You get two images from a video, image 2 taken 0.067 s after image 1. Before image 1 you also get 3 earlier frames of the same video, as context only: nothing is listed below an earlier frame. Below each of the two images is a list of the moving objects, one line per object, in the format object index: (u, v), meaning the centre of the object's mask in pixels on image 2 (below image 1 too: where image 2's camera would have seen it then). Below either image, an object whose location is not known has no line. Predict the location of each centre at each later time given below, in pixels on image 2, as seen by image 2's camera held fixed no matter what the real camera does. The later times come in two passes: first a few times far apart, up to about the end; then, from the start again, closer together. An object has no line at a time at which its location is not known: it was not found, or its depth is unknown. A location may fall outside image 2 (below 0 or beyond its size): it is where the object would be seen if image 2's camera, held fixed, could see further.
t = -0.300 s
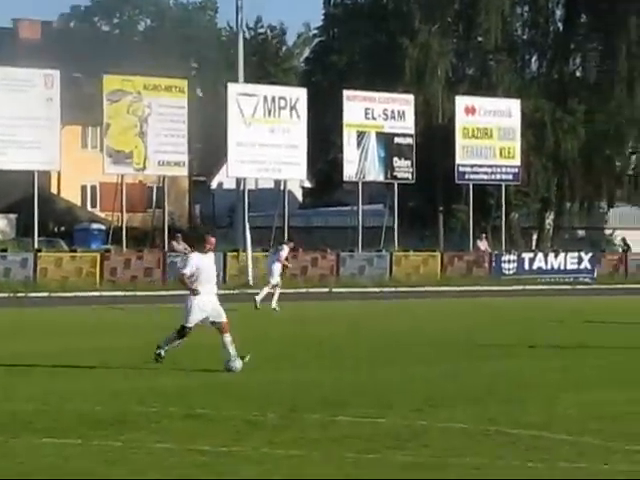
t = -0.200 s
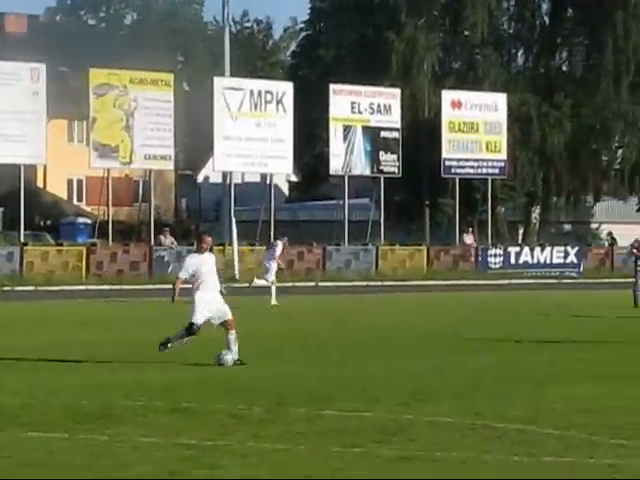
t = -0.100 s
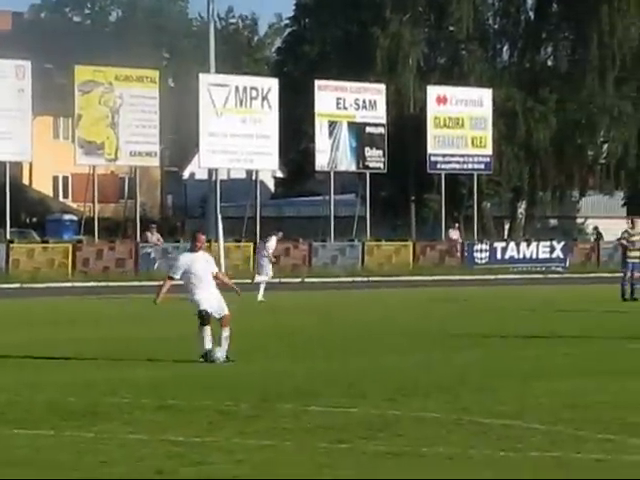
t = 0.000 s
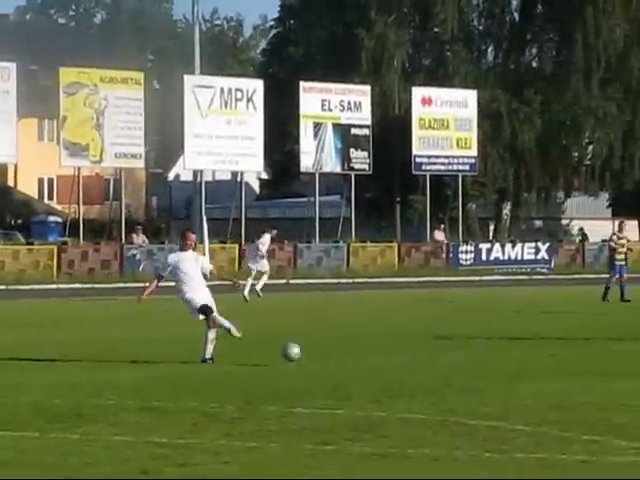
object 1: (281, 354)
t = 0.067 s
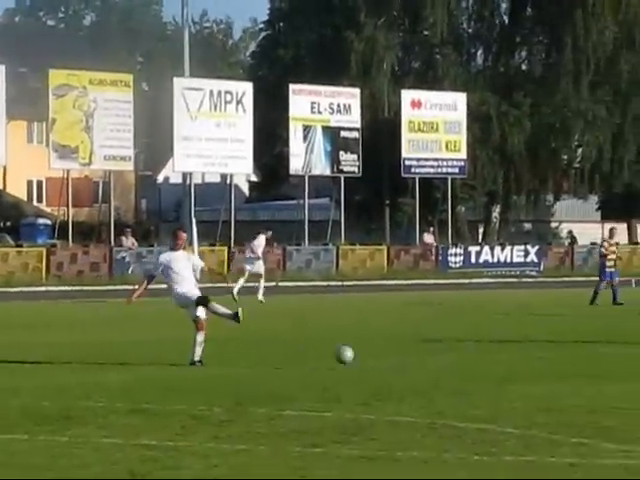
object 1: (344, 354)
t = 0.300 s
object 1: (549, 356)
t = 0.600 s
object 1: (782, 361)
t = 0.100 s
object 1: (377, 357)
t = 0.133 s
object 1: (410, 359)
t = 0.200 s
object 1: (471, 361)
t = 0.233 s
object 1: (497, 359)
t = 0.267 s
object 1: (523, 357)
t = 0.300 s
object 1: (549, 356)
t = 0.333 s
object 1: (575, 356)
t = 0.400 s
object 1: (631, 360)
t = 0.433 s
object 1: (660, 364)
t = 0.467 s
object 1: (688, 369)
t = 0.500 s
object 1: (712, 368)
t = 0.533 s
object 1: (736, 364)
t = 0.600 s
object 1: (782, 361)
